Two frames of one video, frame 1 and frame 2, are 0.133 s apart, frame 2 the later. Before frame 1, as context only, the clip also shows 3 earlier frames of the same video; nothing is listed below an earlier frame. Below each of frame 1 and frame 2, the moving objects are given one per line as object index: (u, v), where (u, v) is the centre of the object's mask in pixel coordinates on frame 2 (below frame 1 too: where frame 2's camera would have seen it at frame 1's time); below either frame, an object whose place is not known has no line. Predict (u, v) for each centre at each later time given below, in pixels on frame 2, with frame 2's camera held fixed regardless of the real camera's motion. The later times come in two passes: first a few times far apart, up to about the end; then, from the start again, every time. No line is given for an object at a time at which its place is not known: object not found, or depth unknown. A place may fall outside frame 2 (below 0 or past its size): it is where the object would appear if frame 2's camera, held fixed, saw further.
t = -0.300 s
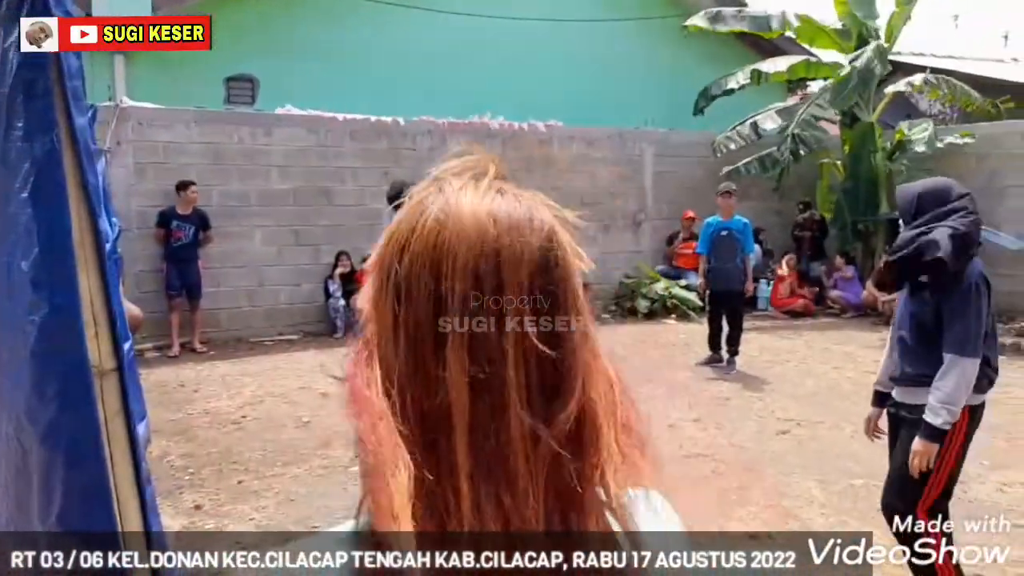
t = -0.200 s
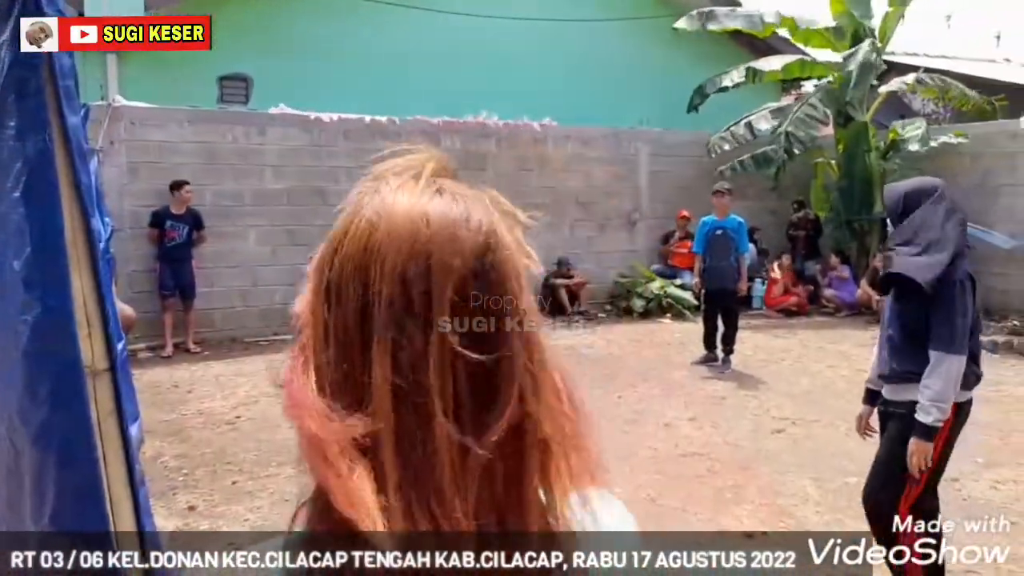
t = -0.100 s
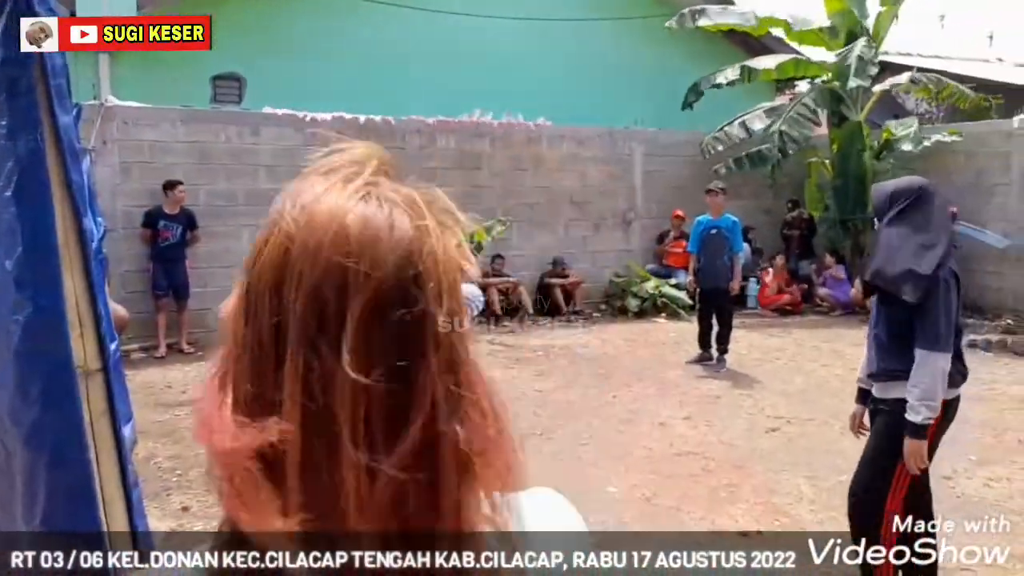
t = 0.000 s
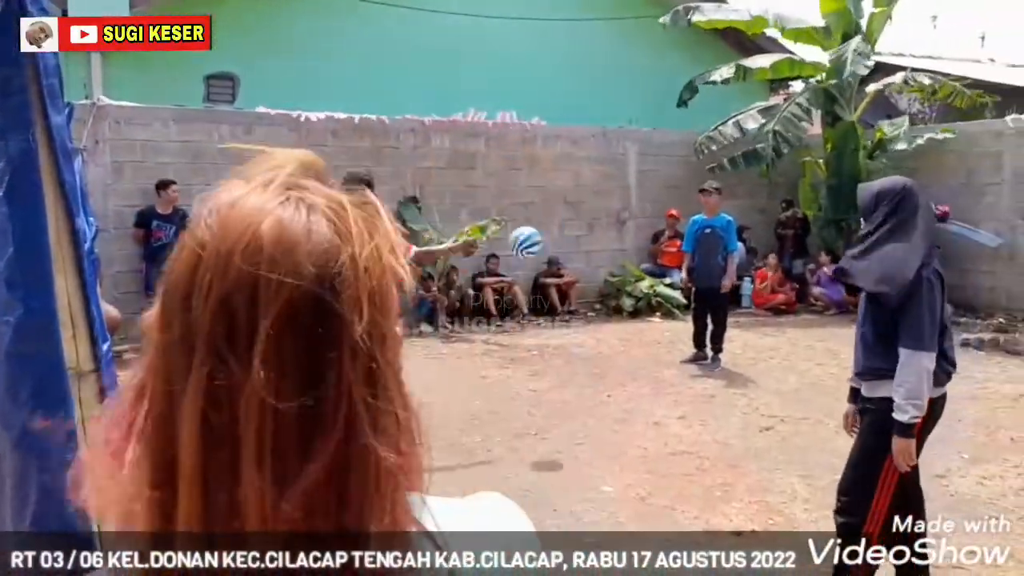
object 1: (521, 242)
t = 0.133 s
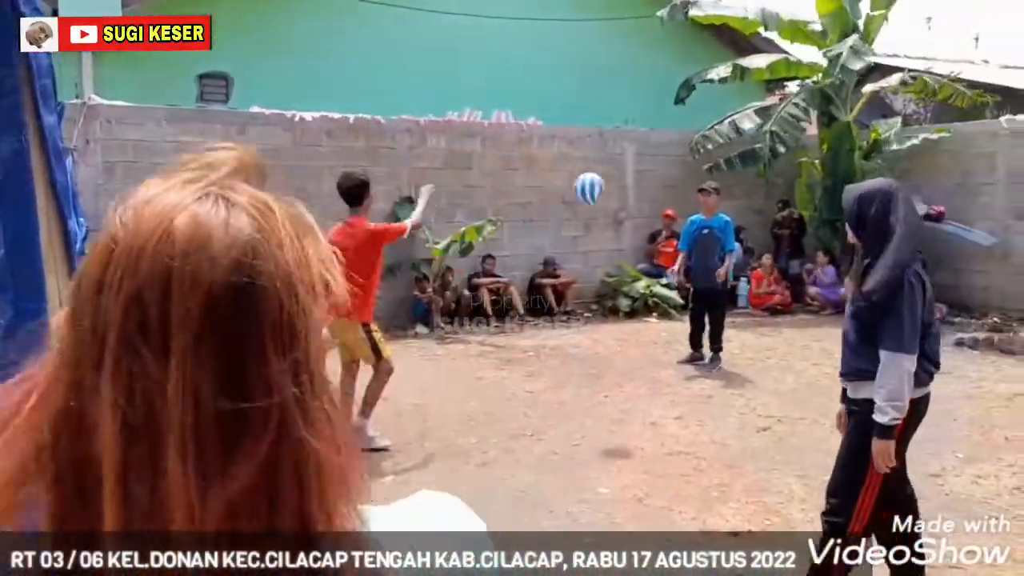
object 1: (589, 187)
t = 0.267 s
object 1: (641, 166)
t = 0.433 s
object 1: (696, 171)
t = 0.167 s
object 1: (603, 180)
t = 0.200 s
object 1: (616, 173)
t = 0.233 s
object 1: (629, 169)
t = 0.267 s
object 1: (641, 166)
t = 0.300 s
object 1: (652, 165)
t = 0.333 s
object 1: (664, 165)
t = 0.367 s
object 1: (676, 166)
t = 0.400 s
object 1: (687, 167)
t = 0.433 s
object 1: (696, 171)
